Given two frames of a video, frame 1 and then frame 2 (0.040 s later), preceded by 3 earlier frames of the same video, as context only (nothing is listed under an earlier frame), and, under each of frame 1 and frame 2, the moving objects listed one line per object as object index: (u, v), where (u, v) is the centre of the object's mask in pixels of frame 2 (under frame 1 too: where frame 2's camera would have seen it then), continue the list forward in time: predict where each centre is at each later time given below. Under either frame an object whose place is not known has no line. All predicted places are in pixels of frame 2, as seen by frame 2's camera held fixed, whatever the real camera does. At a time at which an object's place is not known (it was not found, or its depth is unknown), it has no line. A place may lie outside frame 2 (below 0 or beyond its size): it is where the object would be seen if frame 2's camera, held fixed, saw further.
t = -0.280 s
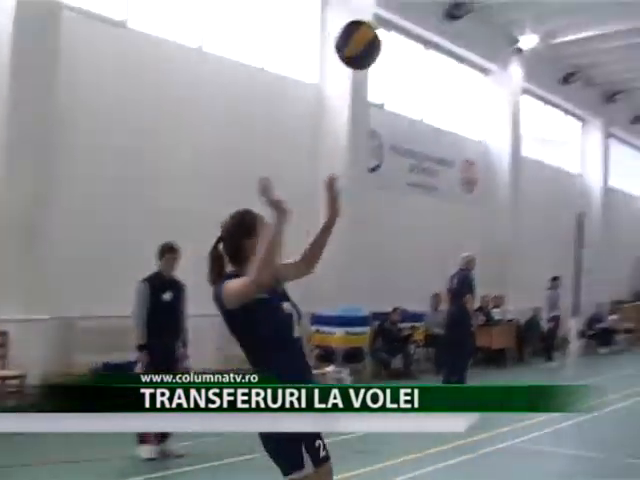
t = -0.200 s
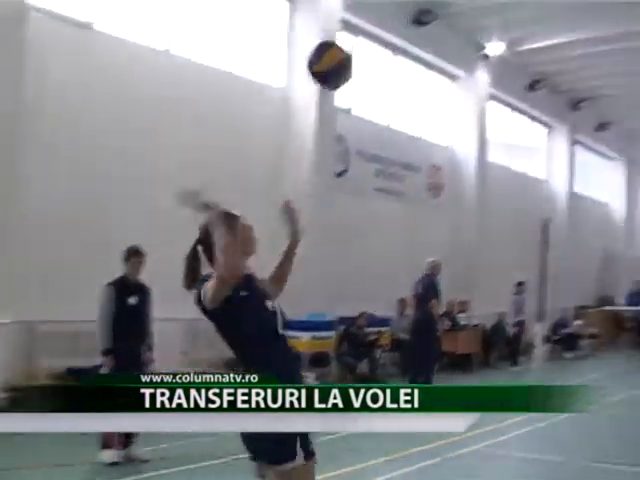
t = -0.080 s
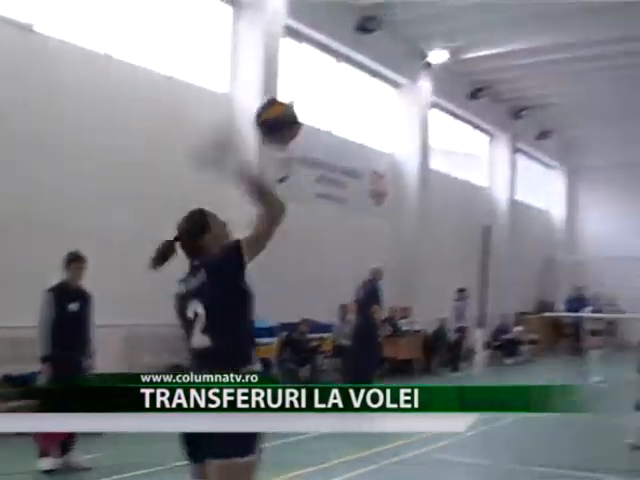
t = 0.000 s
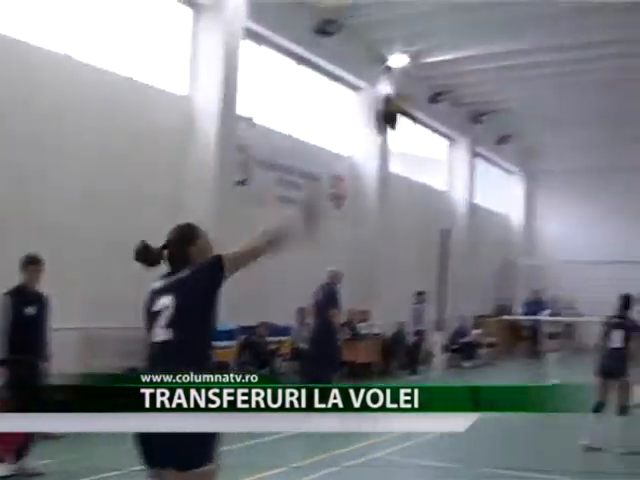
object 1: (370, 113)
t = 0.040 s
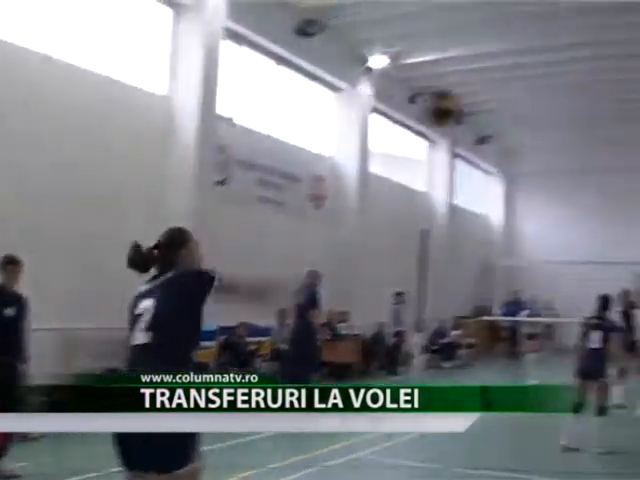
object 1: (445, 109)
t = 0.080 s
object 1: (496, 105)
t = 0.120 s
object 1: (542, 106)
